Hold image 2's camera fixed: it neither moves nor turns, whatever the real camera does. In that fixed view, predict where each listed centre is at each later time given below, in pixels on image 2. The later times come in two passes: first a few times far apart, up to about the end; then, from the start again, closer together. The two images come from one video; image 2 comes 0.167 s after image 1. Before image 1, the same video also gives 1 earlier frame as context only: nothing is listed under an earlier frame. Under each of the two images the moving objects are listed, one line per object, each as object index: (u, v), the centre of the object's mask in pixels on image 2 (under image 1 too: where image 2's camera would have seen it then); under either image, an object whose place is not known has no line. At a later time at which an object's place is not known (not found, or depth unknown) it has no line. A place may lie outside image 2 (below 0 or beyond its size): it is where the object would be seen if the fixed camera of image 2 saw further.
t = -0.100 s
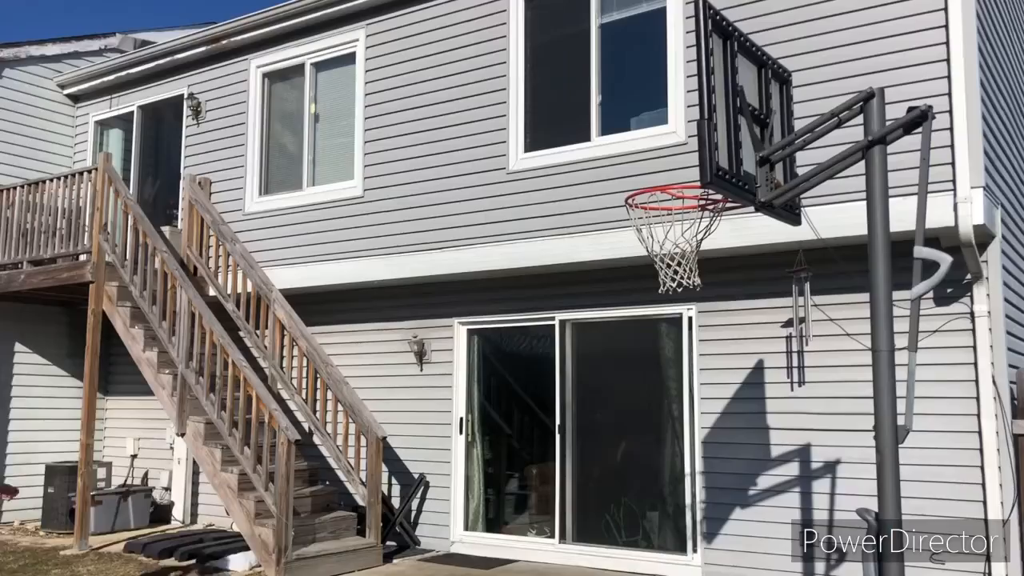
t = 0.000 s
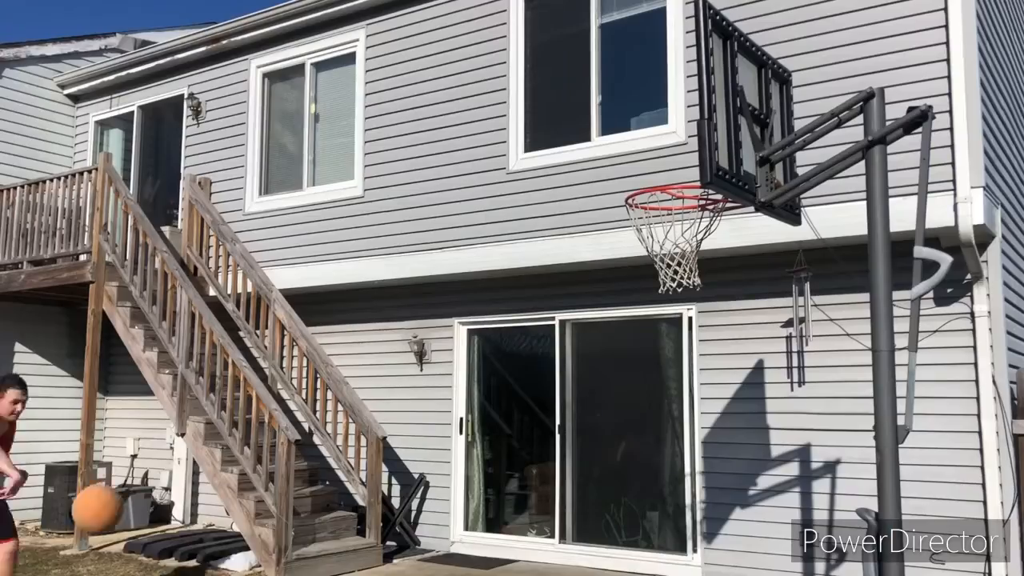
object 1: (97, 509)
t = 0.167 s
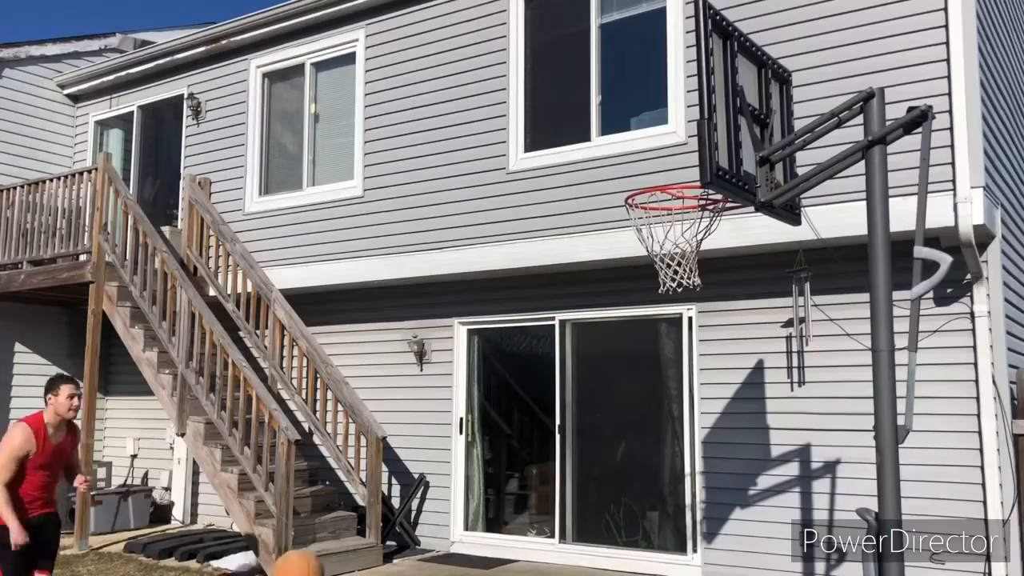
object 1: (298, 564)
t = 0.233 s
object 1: (348, 489)
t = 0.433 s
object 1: (511, 279)
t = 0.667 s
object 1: (668, 123)
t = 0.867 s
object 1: (613, 66)
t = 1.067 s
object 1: (561, 97)
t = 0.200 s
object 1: (322, 531)
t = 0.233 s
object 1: (348, 489)
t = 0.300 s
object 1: (402, 411)
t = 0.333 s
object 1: (429, 375)
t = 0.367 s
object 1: (456, 341)
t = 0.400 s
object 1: (484, 308)
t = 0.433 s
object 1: (511, 279)
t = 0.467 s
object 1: (541, 251)
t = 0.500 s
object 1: (570, 228)
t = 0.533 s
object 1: (600, 204)
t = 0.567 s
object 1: (630, 182)
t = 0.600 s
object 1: (662, 163)
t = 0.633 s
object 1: (676, 142)
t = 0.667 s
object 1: (668, 123)
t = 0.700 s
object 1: (658, 107)
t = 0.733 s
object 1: (649, 94)
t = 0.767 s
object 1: (640, 80)
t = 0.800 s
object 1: (631, 74)
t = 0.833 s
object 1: (622, 68)
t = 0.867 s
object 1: (613, 66)
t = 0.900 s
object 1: (604, 66)
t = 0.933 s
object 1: (595, 68)
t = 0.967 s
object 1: (587, 72)
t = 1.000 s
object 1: (579, 78)
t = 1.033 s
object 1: (571, 86)
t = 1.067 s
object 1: (561, 97)
